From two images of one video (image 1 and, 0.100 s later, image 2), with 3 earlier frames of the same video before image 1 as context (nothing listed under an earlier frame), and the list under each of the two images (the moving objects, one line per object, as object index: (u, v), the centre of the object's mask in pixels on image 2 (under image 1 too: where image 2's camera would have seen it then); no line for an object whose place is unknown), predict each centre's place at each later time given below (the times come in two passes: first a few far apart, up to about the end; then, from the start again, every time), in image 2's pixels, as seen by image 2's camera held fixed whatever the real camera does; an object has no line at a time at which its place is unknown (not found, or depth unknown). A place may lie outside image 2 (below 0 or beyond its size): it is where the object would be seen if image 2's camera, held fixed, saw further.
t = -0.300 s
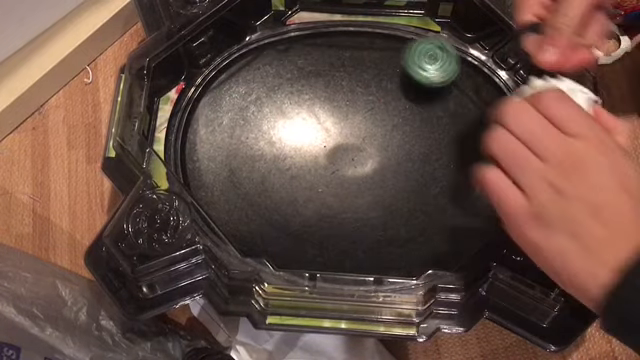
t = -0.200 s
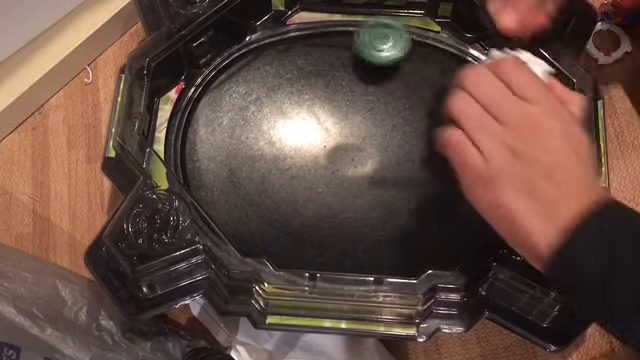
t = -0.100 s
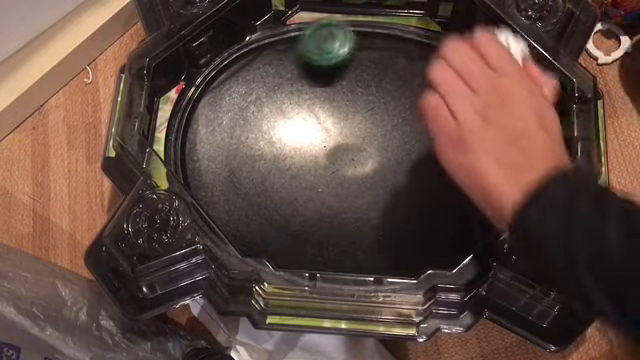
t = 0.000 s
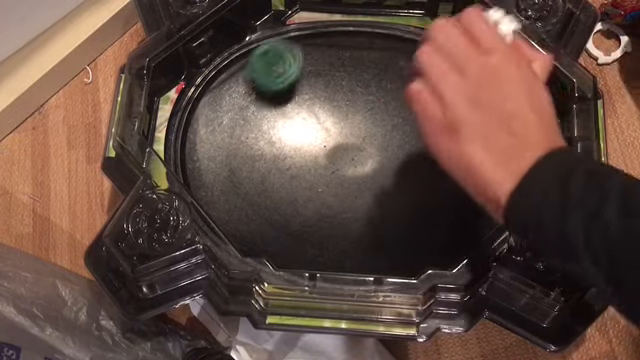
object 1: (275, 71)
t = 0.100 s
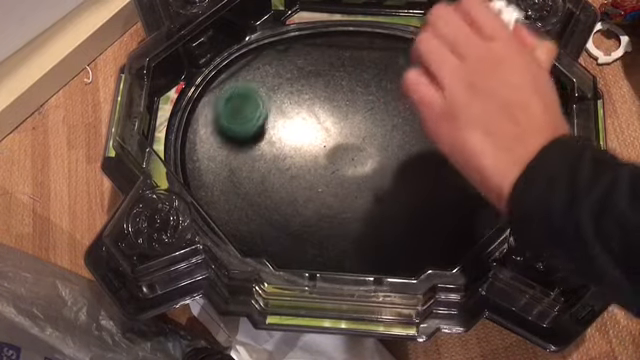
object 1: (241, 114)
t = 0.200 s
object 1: (233, 170)
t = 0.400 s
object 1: (304, 247)
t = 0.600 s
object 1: (421, 244)
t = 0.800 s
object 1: (480, 155)
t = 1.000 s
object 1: (423, 77)
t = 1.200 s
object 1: (327, 64)
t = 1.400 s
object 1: (248, 119)
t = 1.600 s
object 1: (255, 204)
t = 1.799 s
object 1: (344, 239)
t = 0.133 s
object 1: (235, 133)
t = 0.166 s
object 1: (232, 152)
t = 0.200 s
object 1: (233, 170)
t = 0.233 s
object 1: (238, 187)
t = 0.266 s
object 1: (246, 203)
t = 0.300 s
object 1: (258, 220)
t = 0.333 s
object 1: (271, 230)
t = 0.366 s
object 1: (289, 241)
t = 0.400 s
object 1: (304, 247)
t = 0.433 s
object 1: (323, 251)
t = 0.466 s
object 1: (344, 253)
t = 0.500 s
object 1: (364, 254)
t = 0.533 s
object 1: (384, 254)
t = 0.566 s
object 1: (403, 250)
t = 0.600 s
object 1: (421, 244)
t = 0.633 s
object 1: (439, 234)
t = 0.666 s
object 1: (453, 221)
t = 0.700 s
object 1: (464, 208)
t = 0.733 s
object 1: (472, 191)
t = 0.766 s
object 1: (478, 174)
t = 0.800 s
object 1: (480, 155)
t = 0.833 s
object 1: (477, 139)
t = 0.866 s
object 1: (470, 124)
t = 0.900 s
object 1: (461, 109)
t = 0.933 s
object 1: (450, 97)
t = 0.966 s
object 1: (439, 83)
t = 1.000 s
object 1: (423, 77)
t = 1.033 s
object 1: (408, 69)
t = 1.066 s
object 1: (393, 65)
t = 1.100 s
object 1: (377, 62)
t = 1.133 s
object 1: (360, 61)
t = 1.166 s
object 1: (344, 60)
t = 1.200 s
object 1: (327, 64)
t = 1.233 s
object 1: (311, 69)
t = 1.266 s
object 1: (296, 75)
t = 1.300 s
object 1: (282, 83)
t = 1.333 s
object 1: (268, 94)
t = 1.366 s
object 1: (258, 106)
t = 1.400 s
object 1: (248, 119)
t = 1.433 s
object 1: (243, 134)
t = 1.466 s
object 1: (239, 149)
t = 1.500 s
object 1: (238, 164)
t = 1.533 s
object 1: (242, 180)
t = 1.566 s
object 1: (247, 192)
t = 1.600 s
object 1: (255, 204)
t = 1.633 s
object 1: (266, 214)
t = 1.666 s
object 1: (278, 222)
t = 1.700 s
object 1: (292, 230)
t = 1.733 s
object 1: (308, 235)
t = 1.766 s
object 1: (326, 237)
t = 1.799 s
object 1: (344, 239)
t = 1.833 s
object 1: (362, 236)
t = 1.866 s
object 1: (380, 232)
